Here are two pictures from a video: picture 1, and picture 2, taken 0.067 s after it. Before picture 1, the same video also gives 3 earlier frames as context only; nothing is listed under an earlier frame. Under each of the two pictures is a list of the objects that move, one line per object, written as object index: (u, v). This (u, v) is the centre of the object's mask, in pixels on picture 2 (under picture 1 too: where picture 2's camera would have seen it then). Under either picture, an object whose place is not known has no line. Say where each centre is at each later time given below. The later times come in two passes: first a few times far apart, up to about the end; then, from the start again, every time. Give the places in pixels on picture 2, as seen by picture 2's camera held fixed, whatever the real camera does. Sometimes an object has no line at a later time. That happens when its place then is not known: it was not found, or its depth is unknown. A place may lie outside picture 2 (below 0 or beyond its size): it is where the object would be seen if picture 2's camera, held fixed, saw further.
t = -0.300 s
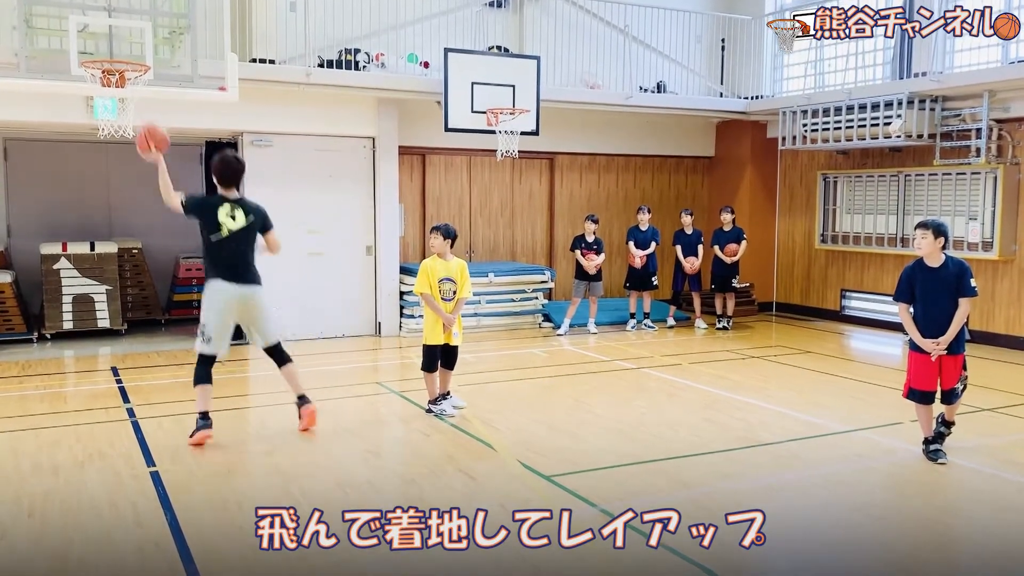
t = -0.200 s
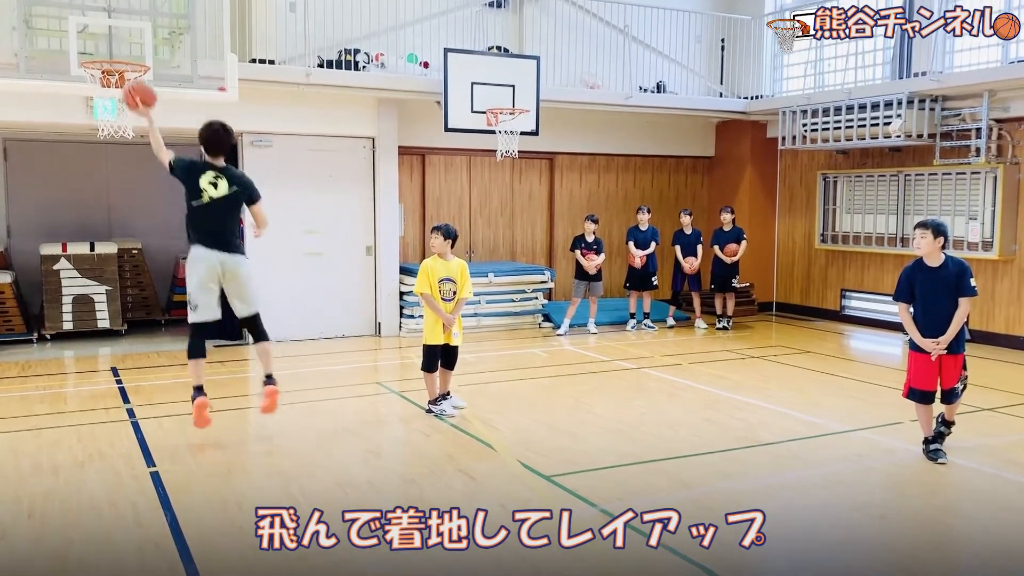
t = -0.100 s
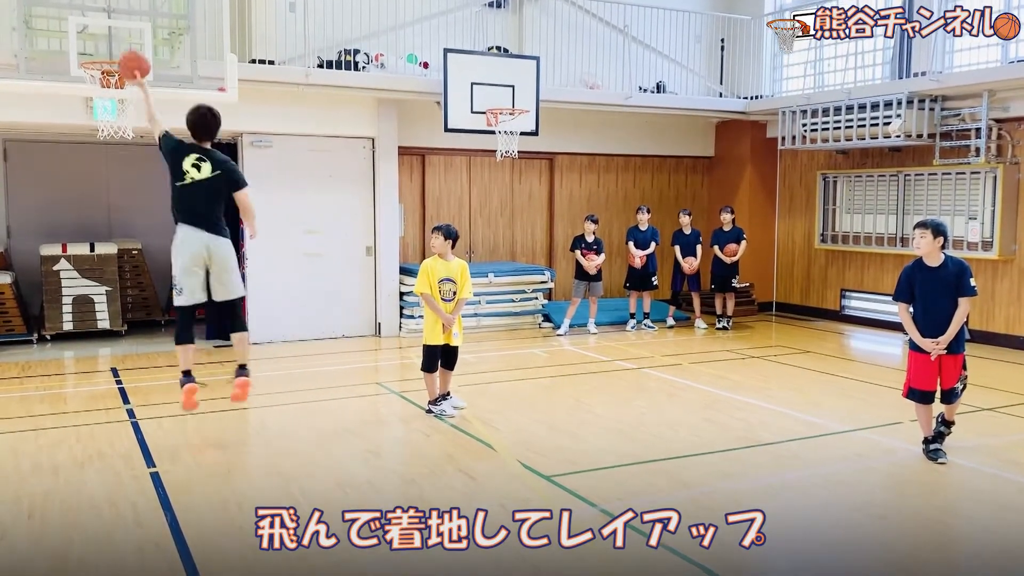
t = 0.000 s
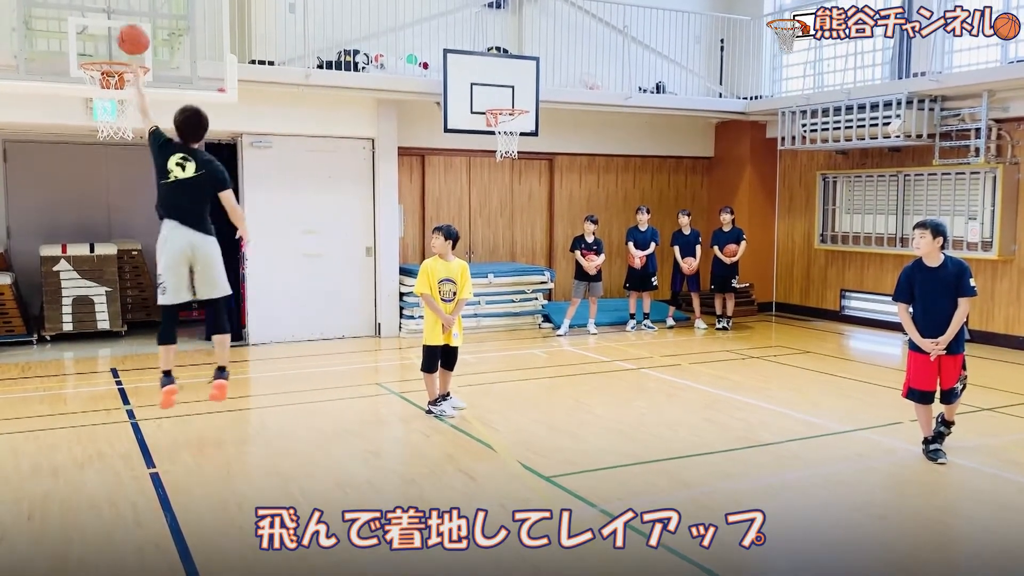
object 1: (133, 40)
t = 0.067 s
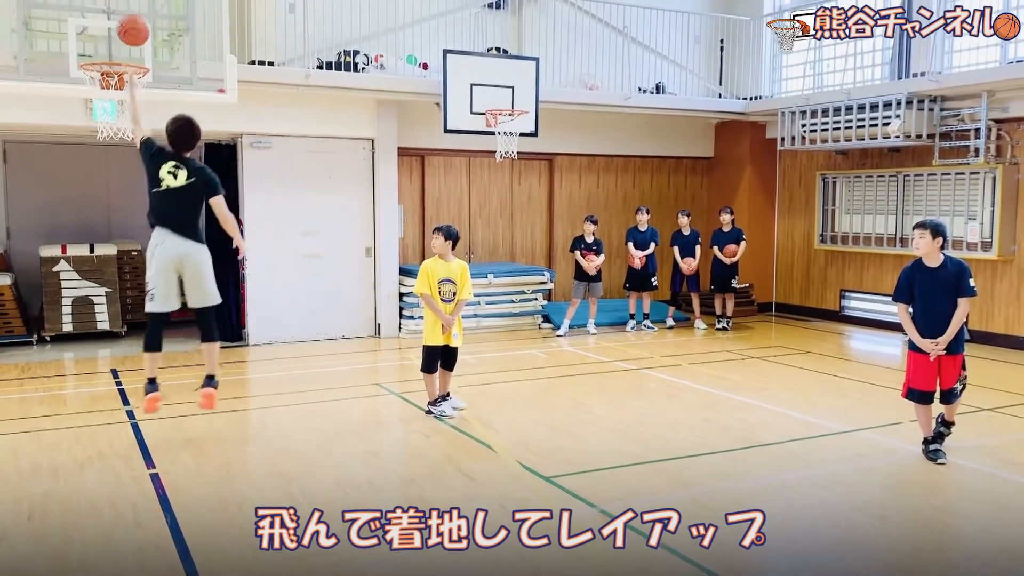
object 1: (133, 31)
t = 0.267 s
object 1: (135, 39)
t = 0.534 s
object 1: (116, 60)
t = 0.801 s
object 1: (102, 119)
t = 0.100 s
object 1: (133, 28)
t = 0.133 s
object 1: (133, 27)
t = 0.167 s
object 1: (133, 28)
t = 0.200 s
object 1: (134, 30)
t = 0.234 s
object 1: (134, 33)
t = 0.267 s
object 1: (135, 39)
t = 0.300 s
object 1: (135, 45)
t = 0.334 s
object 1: (136, 52)
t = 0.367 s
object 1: (133, 51)
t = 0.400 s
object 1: (130, 51)
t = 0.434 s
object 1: (127, 52)
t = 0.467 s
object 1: (123, 54)
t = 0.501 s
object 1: (121, 56)
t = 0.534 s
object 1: (116, 60)
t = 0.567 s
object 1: (114, 61)
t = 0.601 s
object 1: (115, 79)
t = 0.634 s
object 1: (111, 81)
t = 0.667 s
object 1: (109, 85)
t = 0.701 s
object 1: (106, 91)
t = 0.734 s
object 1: (104, 99)
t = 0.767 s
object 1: (102, 110)
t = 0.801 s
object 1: (102, 119)
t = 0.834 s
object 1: (100, 130)
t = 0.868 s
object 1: (101, 137)
